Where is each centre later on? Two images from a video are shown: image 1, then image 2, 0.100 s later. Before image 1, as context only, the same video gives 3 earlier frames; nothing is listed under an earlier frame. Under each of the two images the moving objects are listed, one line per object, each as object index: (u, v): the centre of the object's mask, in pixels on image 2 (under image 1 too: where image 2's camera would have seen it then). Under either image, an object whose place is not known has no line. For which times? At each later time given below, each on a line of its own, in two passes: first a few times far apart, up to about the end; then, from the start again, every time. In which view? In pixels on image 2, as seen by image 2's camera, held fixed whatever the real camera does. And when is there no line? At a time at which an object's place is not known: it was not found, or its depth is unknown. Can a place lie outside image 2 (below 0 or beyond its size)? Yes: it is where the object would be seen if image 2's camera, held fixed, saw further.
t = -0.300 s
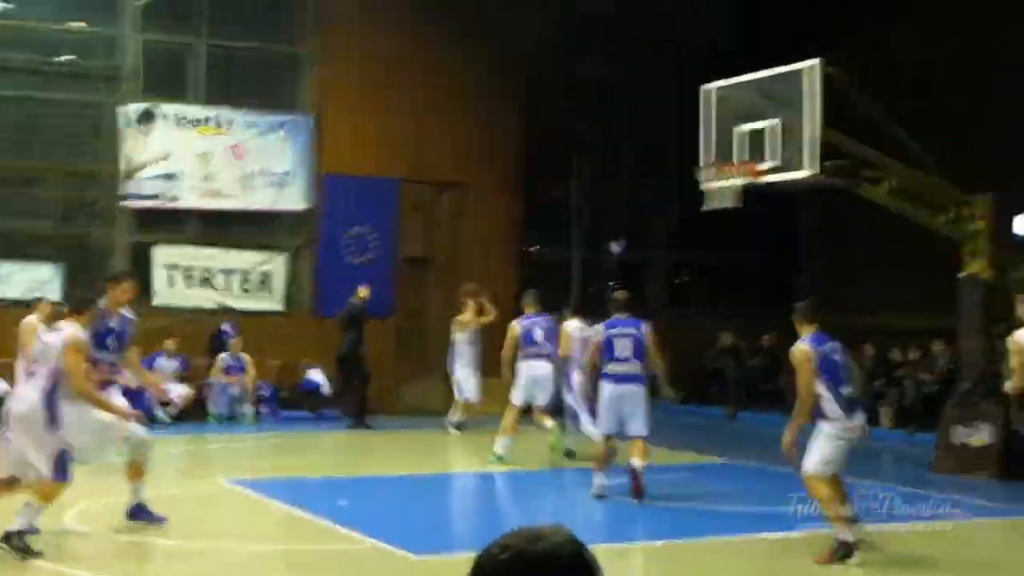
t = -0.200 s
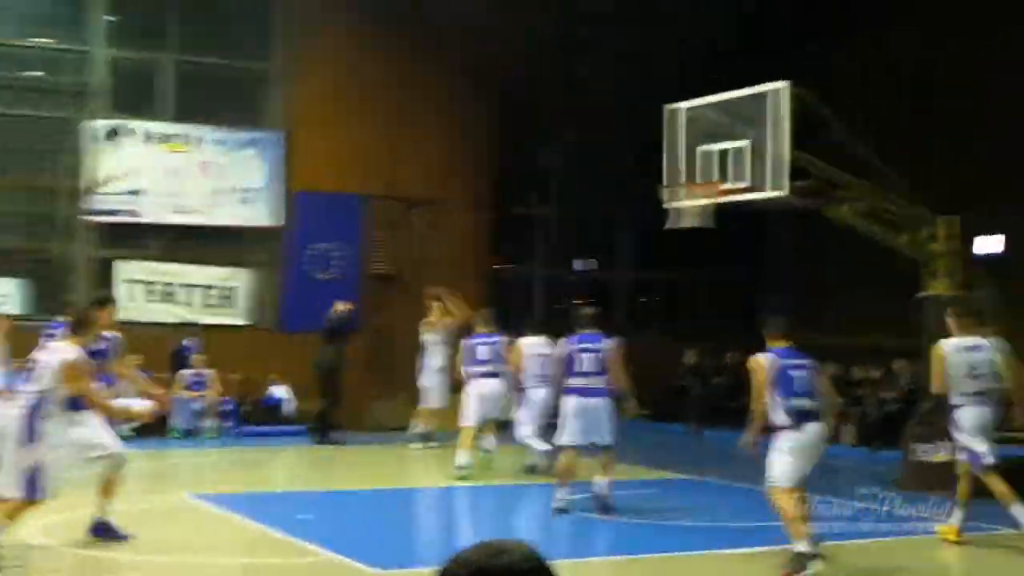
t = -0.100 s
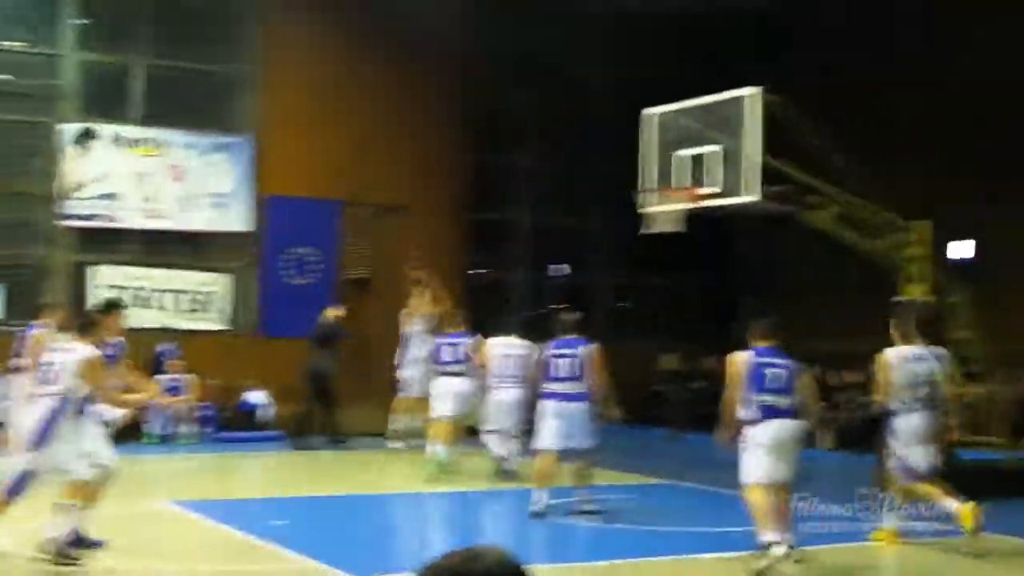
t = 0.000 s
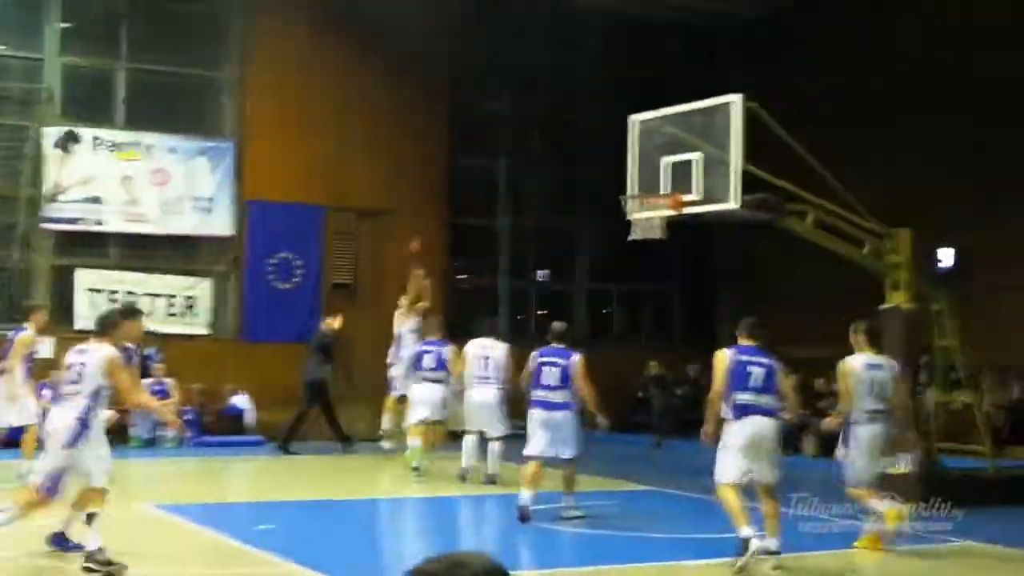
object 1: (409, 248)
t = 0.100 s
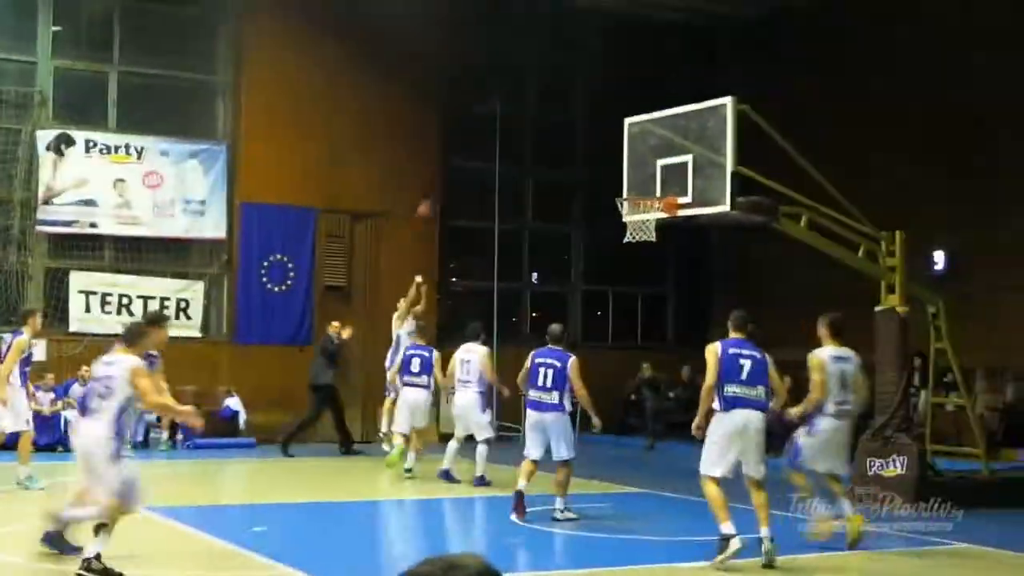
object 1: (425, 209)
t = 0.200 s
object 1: (442, 178)
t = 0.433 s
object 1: (487, 119)
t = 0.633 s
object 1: (530, 101)
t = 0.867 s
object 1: (583, 120)
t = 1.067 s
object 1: (636, 180)
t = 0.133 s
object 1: (429, 197)
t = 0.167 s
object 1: (436, 187)
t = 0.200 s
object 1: (442, 178)
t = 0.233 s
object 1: (449, 166)
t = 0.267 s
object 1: (455, 157)
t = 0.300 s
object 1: (462, 148)
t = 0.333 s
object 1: (468, 139)
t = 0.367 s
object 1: (475, 132)
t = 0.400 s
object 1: (481, 126)
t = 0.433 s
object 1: (487, 119)
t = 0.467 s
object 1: (493, 114)
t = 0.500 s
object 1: (501, 110)
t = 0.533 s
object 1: (508, 106)
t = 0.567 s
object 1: (515, 104)
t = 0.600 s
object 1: (523, 101)
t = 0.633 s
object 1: (530, 101)
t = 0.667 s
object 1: (537, 100)
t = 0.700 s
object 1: (544, 101)
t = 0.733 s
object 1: (553, 102)
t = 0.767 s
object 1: (560, 105)
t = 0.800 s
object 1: (568, 109)
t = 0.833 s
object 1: (576, 114)
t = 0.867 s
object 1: (583, 120)
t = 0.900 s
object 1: (592, 127)
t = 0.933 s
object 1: (600, 135)
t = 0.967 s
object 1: (608, 145)
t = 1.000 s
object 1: (616, 155)
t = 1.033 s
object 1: (625, 167)
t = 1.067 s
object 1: (636, 180)
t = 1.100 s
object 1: (643, 195)
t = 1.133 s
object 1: (643, 202)
